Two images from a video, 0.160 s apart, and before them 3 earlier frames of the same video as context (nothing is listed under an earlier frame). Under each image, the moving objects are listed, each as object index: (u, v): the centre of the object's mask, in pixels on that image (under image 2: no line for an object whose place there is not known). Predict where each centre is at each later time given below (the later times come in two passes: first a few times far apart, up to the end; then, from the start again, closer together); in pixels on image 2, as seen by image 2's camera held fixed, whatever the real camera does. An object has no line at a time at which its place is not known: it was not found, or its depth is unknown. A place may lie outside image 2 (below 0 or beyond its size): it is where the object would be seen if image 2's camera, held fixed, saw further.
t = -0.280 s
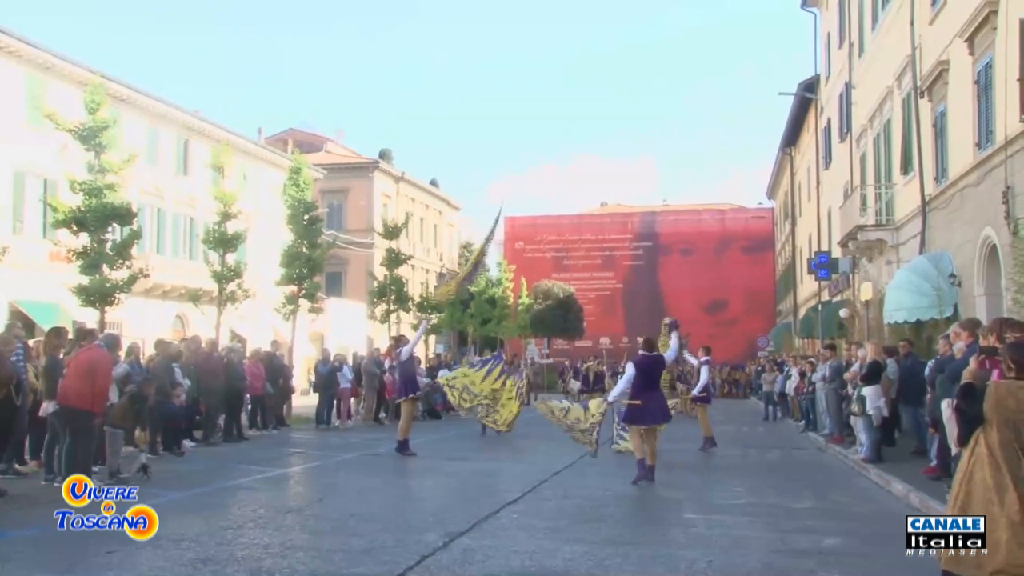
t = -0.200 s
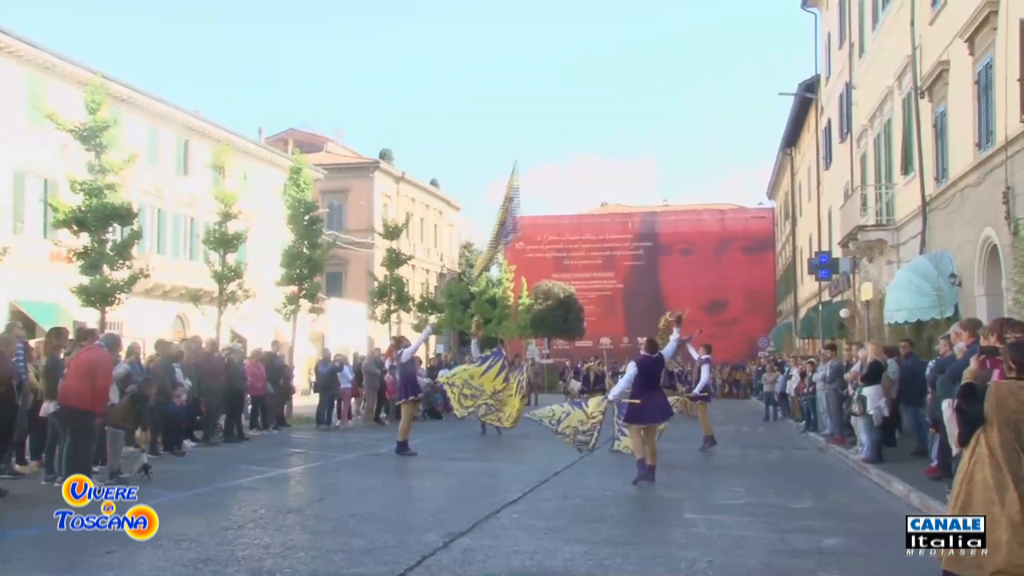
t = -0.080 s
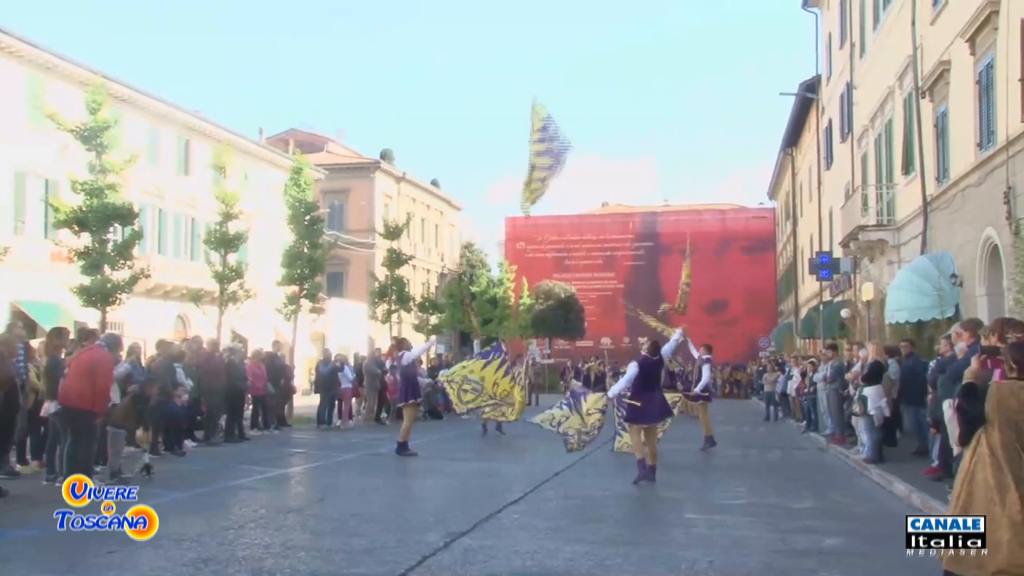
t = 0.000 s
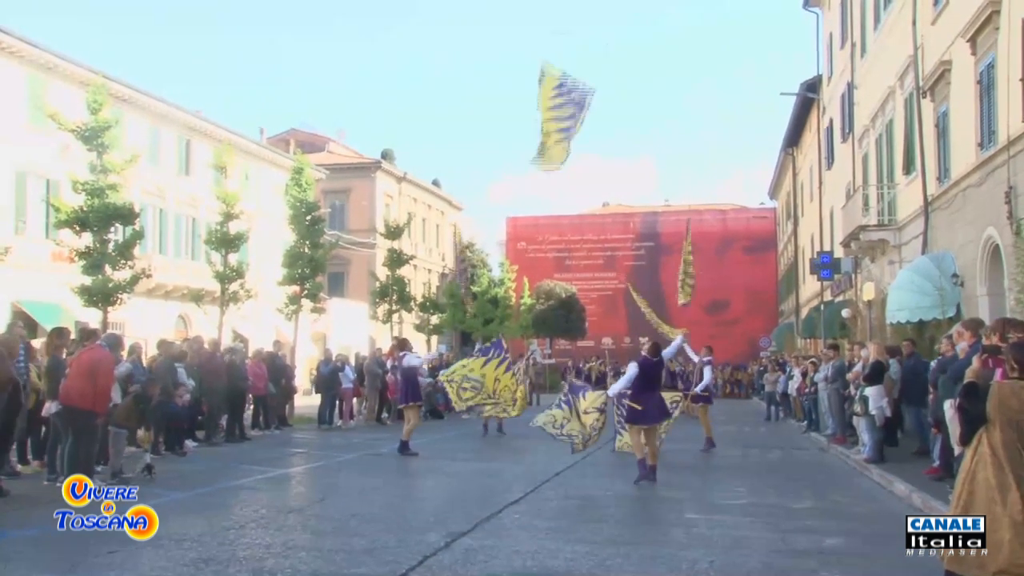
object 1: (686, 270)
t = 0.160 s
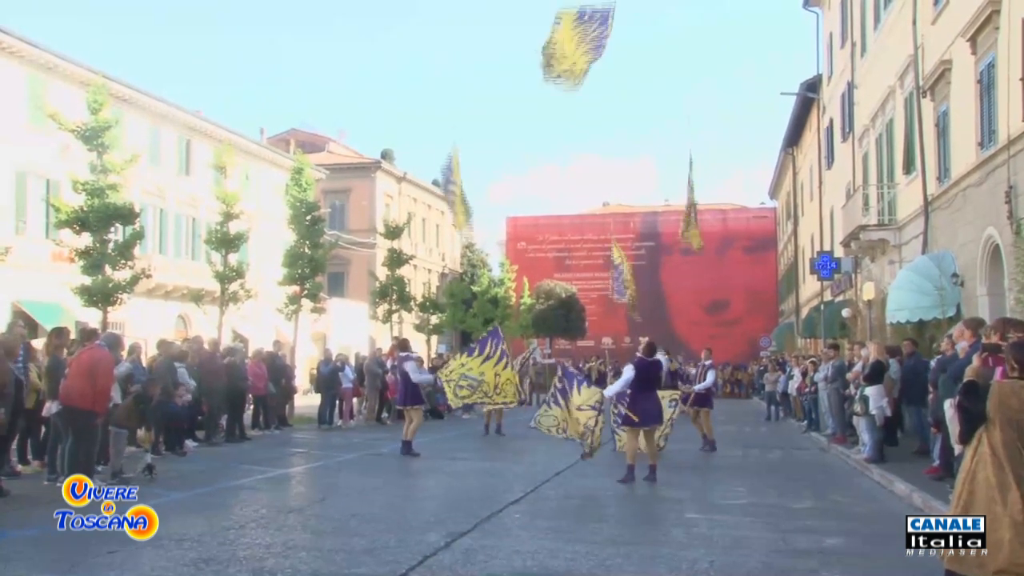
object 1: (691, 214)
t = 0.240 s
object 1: (690, 186)
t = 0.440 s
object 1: (693, 152)
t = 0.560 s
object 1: (692, 139)
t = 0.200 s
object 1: (692, 200)
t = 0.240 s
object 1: (690, 186)
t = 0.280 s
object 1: (689, 181)
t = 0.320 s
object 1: (688, 176)
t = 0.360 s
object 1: (690, 163)
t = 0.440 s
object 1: (693, 152)
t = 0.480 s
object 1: (692, 146)
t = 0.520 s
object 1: (692, 142)
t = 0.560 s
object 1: (692, 139)
